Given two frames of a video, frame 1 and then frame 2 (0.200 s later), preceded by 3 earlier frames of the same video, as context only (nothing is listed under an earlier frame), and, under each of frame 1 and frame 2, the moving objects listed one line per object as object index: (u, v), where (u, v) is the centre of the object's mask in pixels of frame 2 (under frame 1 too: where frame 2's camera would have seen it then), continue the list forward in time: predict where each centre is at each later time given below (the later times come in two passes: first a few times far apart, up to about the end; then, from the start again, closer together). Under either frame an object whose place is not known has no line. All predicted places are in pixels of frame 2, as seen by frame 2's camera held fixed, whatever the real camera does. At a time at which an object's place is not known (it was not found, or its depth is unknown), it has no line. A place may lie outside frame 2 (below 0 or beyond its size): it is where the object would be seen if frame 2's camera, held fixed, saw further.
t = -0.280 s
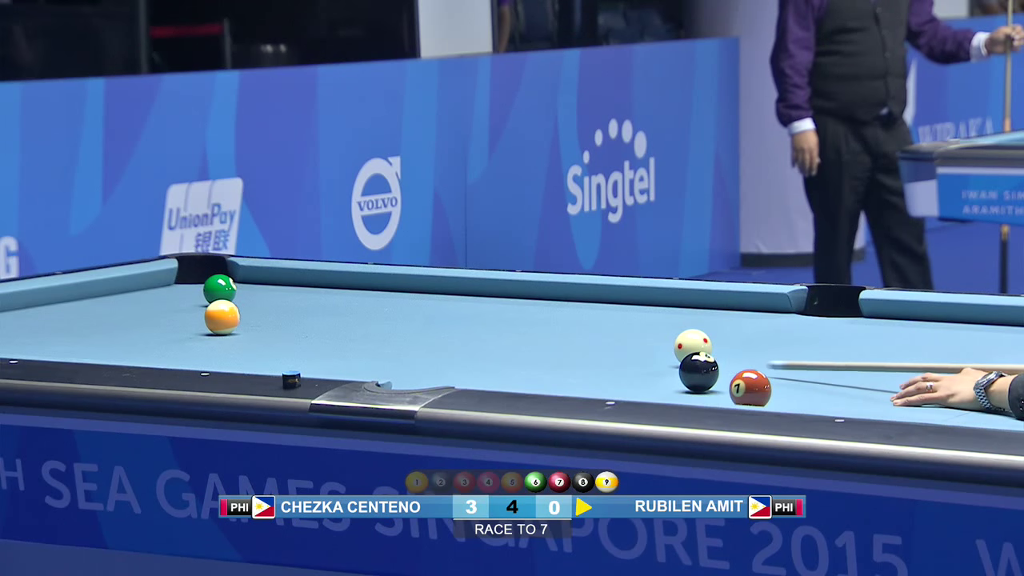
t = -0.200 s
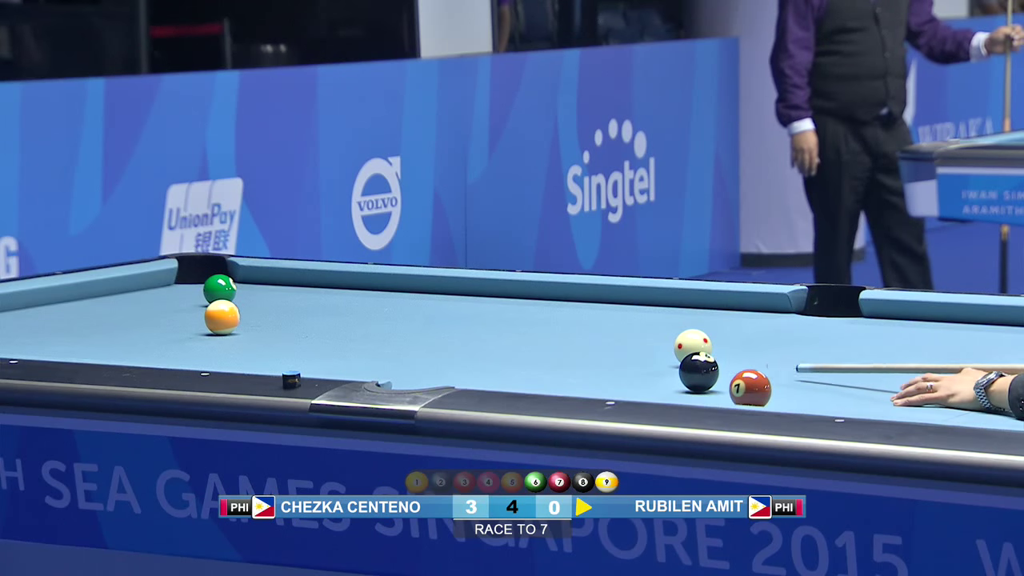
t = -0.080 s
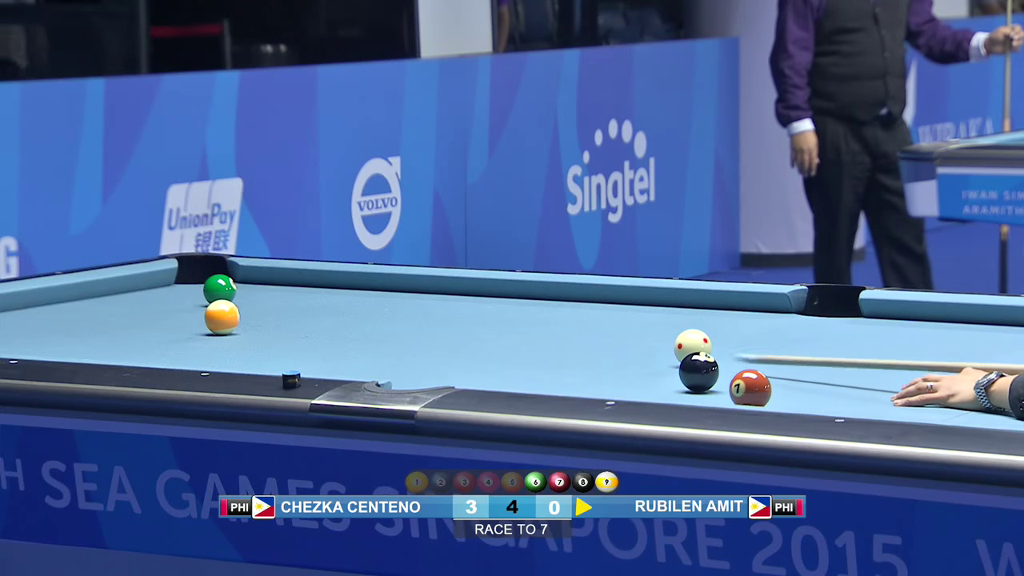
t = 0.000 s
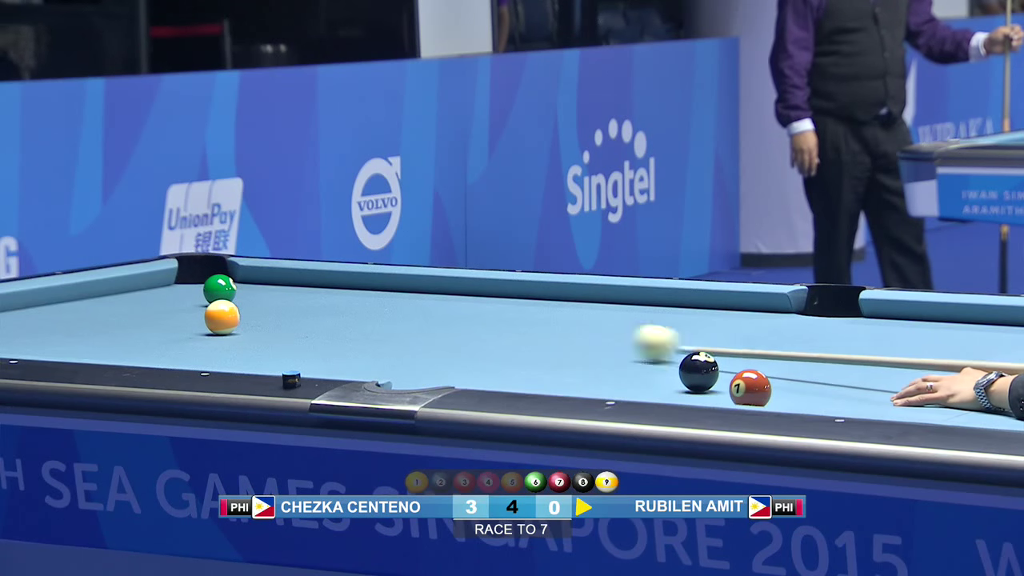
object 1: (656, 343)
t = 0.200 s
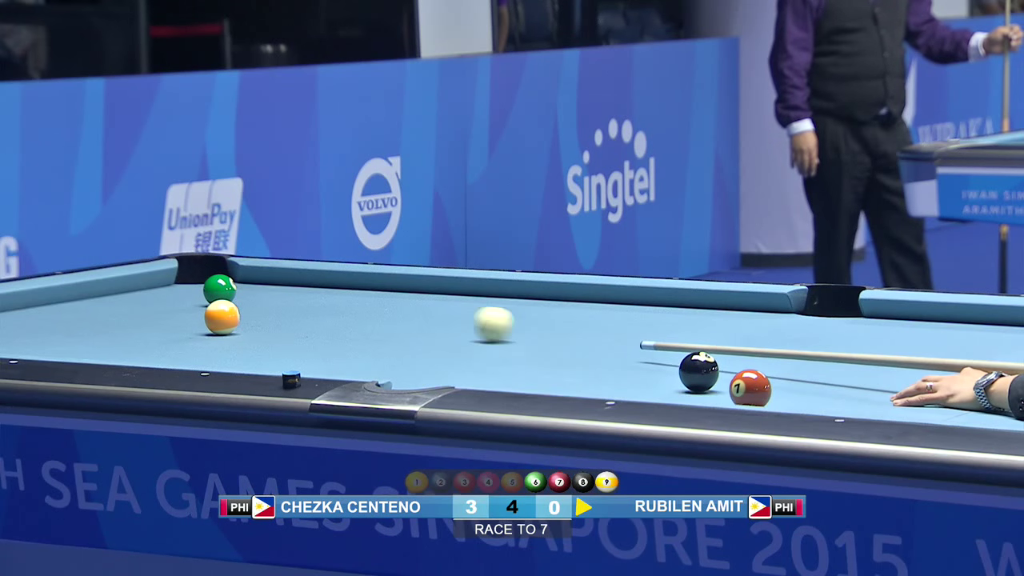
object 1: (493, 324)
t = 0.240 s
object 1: (467, 321)
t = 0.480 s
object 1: (337, 306)
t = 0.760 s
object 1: (207, 292)
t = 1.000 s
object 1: (116, 293)
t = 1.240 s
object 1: (53, 295)
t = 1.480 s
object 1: (60, 301)
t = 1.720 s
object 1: (66, 307)
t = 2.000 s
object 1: (73, 315)
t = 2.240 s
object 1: (78, 321)
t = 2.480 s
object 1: (84, 327)
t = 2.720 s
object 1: (90, 332)
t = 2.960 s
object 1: (95, 338)
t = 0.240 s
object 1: (467, 321)
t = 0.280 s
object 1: (442, 318)
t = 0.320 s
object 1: (419, 315)
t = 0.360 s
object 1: (397, 313)
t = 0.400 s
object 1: (377, 311)
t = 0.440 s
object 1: (357, 308)
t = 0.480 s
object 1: (337, 306)
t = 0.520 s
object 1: (317, 304)
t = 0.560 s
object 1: (298, 302)
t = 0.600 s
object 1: (278, 300)
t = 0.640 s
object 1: (260, 298)
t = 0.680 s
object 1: (242, 294)
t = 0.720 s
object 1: (223, 290)
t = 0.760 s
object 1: (207, 292)
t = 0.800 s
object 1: (193, 294)
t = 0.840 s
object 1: (178, 294)
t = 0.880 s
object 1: (162, 294)
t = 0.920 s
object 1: (147, 294)
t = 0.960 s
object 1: (132, 294)
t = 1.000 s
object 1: (116, 293)
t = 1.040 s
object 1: (101, 293)
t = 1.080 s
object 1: (86, 293)
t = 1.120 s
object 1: (71, 293)
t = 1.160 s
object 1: (56, 293)
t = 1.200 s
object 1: (50, 294)
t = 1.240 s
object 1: (53, 295)
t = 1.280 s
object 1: (55, 296)
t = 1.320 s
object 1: (56, 297)
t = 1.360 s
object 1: (57, 298)
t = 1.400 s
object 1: (58, 299)
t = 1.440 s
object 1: (59, 300)
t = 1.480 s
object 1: (60, 301)
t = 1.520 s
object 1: (61, 302)
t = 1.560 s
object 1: (62, 303)
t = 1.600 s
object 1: (63, 304)
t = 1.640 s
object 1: (64, 305)
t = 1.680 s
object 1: (65, 306)
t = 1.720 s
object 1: (66, 307)
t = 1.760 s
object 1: (67, 308)
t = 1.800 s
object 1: (68, 310)
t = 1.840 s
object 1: (68, 311)
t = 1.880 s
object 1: (69, 312)
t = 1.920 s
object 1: (70, 313)
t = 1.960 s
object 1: (71, 314)
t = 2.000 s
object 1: (73, 315)
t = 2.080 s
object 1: (75, 317)
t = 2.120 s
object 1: (75, 318)
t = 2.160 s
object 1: (76, 318)
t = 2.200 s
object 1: (77, 320)
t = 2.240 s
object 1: (78, 321)
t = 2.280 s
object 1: (79, 322)
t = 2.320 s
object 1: (81, 323)
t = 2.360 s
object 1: (81, 324)
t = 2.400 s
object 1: (82, 325)
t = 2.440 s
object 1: (83, 325)
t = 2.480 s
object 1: (84, 327)
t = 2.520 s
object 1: (85, 327)
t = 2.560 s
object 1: (86, 328)
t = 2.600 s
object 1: (87, 329)
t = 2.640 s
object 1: (88, 331)
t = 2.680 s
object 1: (89, 331)
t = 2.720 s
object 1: (90, 332)
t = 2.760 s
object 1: (91, 333)
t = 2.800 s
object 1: (92, 334)
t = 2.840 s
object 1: (93, 335)
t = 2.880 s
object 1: (94, 336)
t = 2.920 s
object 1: (94, 337)
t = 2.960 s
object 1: (95, 338)
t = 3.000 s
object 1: (96, 338)
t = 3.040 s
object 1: (97, 339)
